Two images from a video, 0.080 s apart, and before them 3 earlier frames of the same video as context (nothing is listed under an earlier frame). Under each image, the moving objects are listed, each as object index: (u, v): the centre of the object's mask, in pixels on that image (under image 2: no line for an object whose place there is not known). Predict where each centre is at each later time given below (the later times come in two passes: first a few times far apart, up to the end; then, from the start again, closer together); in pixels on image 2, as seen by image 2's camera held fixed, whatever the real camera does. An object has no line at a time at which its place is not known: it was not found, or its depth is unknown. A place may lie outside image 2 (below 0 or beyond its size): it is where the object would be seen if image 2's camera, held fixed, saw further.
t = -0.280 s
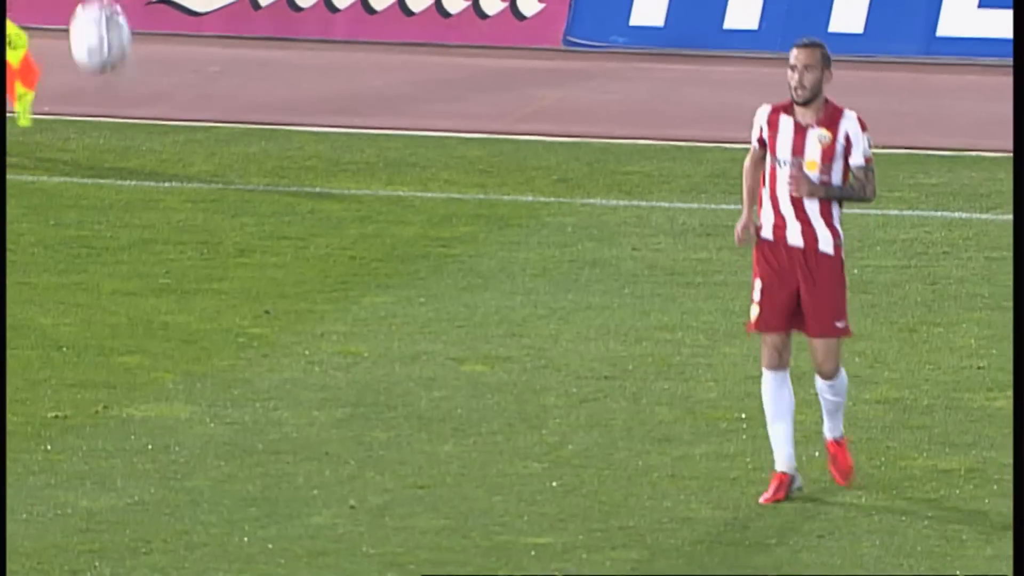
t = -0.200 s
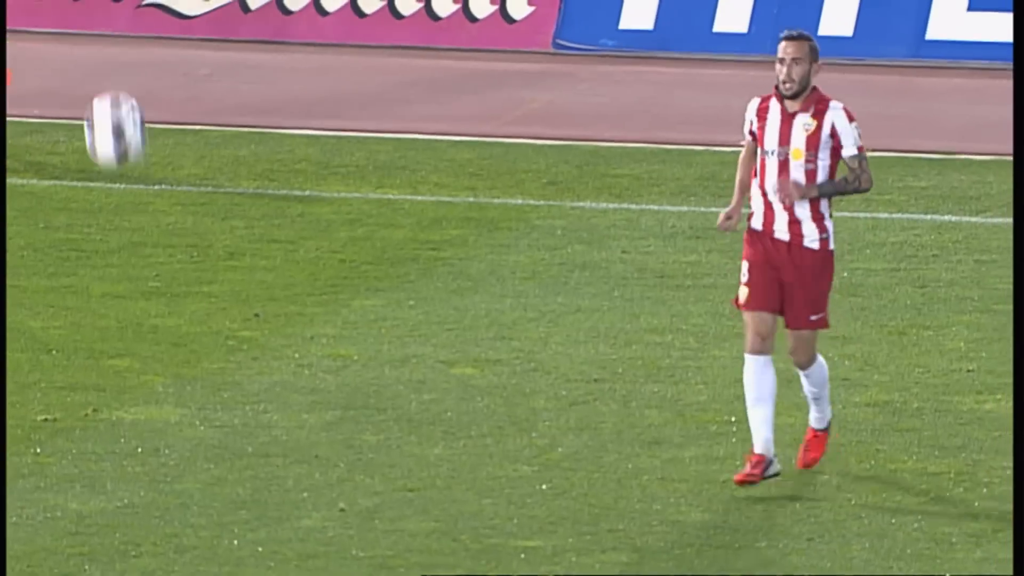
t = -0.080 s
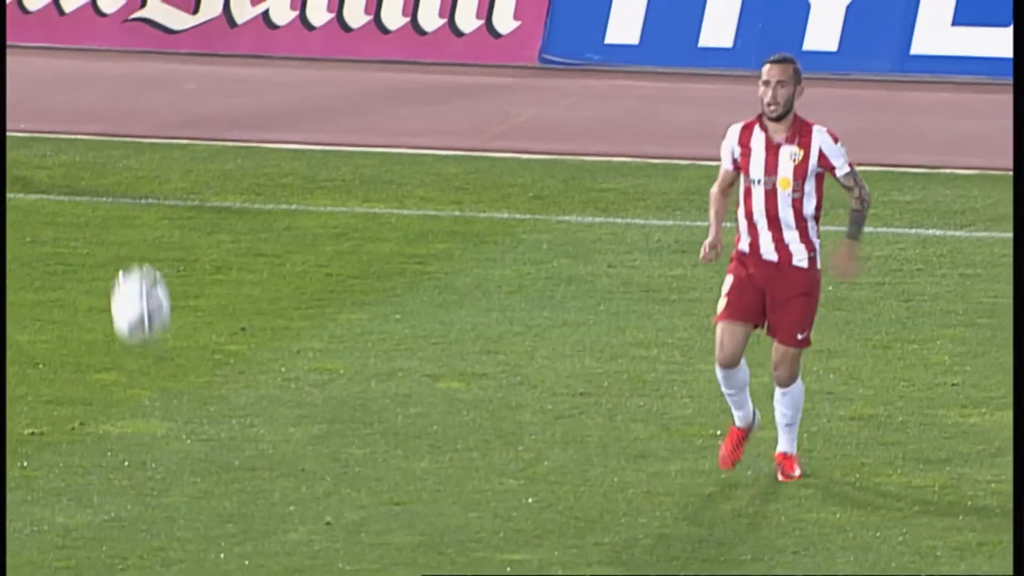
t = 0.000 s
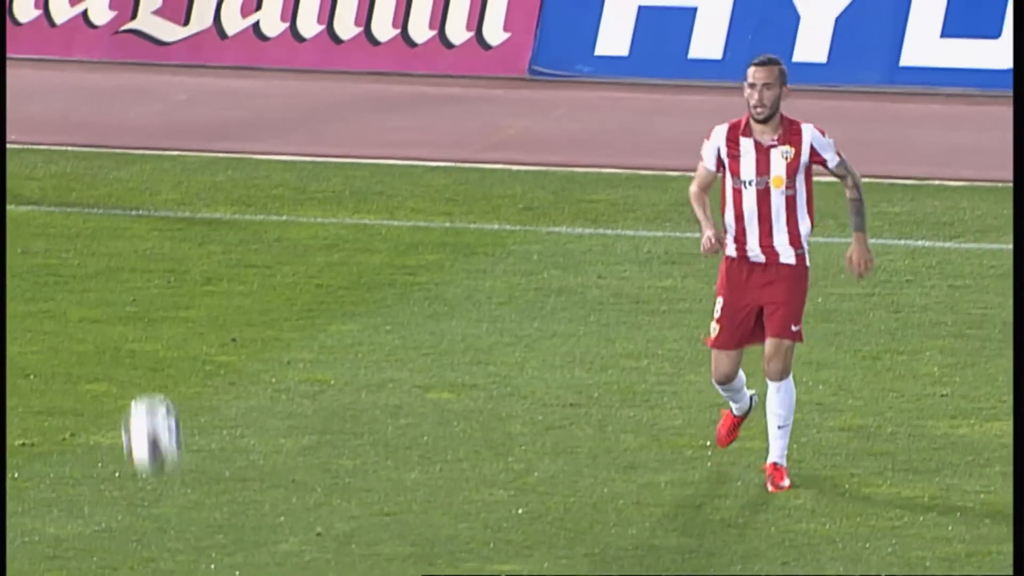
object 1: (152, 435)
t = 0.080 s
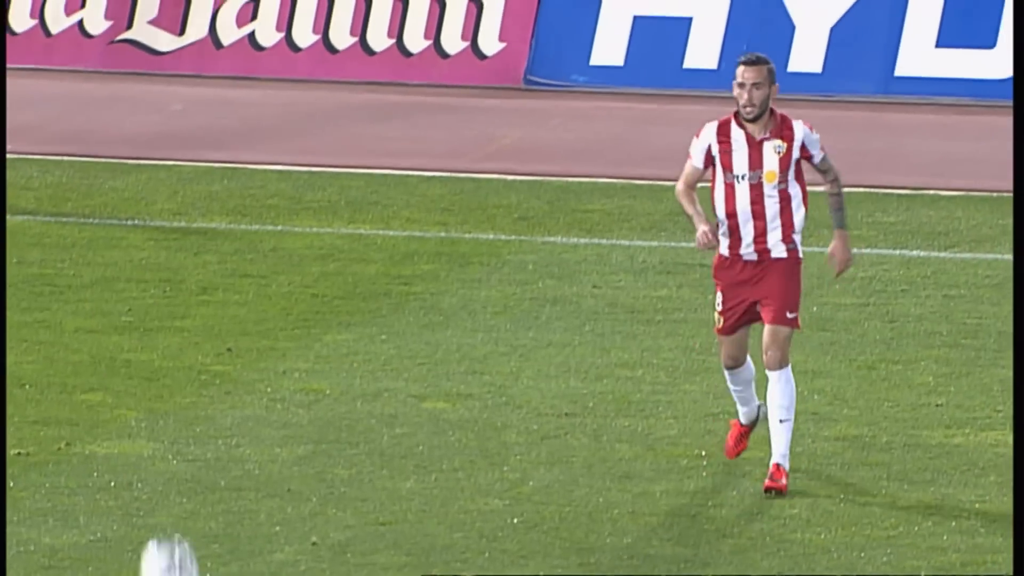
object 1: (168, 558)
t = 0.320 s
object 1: (224, 534)
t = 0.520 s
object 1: (263, 284)
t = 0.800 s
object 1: (316, 114)
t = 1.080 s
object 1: (369, 145)
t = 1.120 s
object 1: (376, 165)
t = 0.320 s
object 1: (224, 534)
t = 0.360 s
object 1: (232, 478)
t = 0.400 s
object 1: (241, 422)
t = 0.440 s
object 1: (249, 371)
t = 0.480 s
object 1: (255, 326)
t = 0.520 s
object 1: (263, 284)
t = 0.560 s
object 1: (270, 247)
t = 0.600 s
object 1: (278, 214)
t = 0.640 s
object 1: (286, 185)
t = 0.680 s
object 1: (293, 161)
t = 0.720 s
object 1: (301, 141)
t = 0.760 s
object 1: (309, 126)
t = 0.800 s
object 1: (316, 114)
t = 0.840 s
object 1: (324, 107)
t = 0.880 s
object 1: (332, 104)
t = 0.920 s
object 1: (339, 104)
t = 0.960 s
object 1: (346, 108)
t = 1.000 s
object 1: (353, 117)
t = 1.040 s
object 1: (361, 129)
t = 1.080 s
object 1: (369, 145)
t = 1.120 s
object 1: (376, 165)
